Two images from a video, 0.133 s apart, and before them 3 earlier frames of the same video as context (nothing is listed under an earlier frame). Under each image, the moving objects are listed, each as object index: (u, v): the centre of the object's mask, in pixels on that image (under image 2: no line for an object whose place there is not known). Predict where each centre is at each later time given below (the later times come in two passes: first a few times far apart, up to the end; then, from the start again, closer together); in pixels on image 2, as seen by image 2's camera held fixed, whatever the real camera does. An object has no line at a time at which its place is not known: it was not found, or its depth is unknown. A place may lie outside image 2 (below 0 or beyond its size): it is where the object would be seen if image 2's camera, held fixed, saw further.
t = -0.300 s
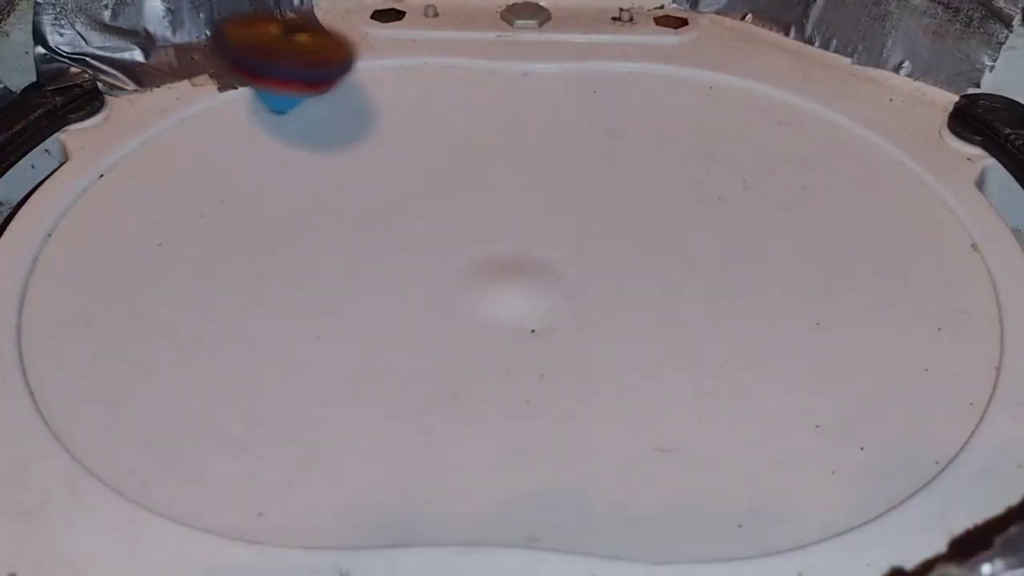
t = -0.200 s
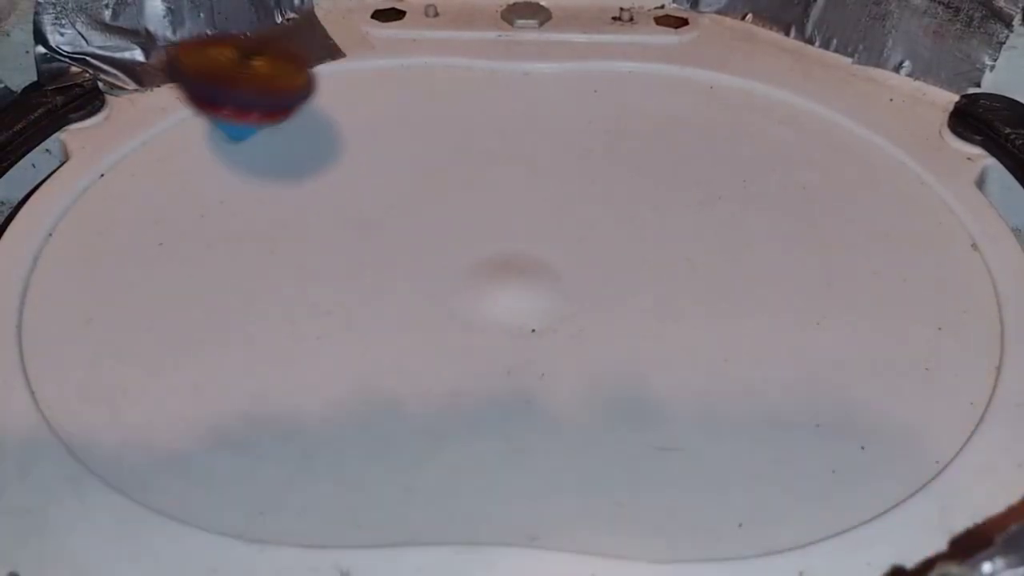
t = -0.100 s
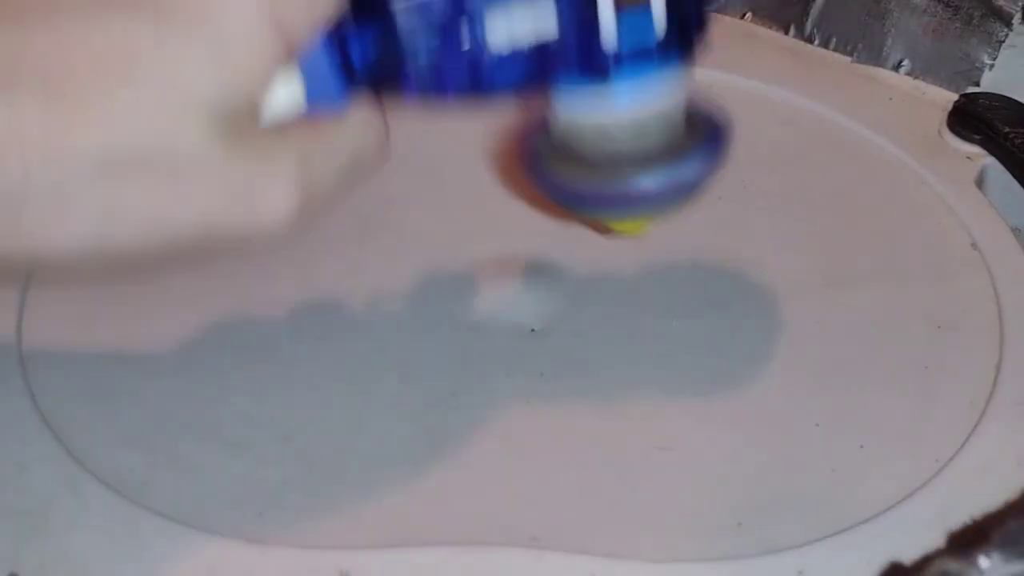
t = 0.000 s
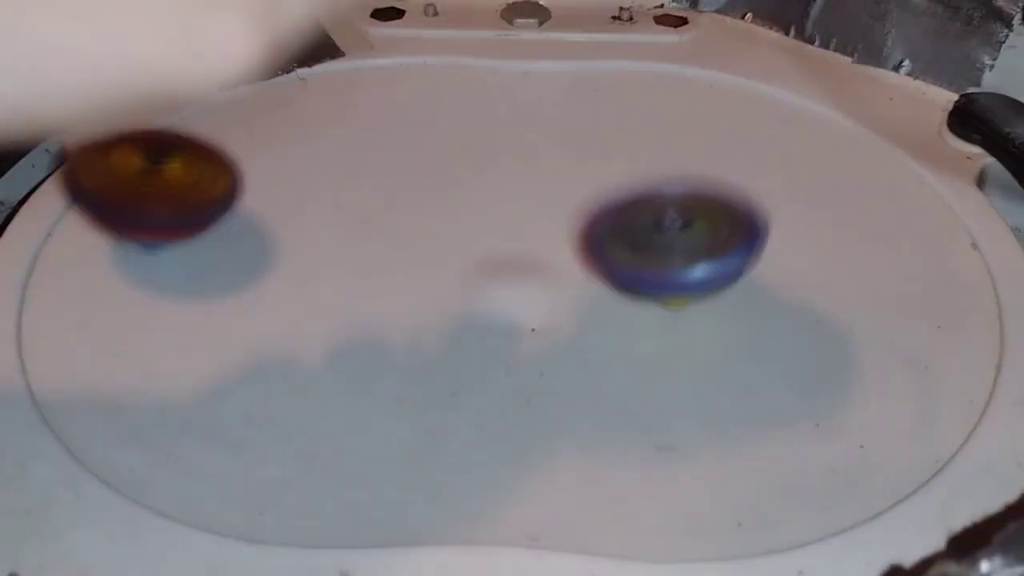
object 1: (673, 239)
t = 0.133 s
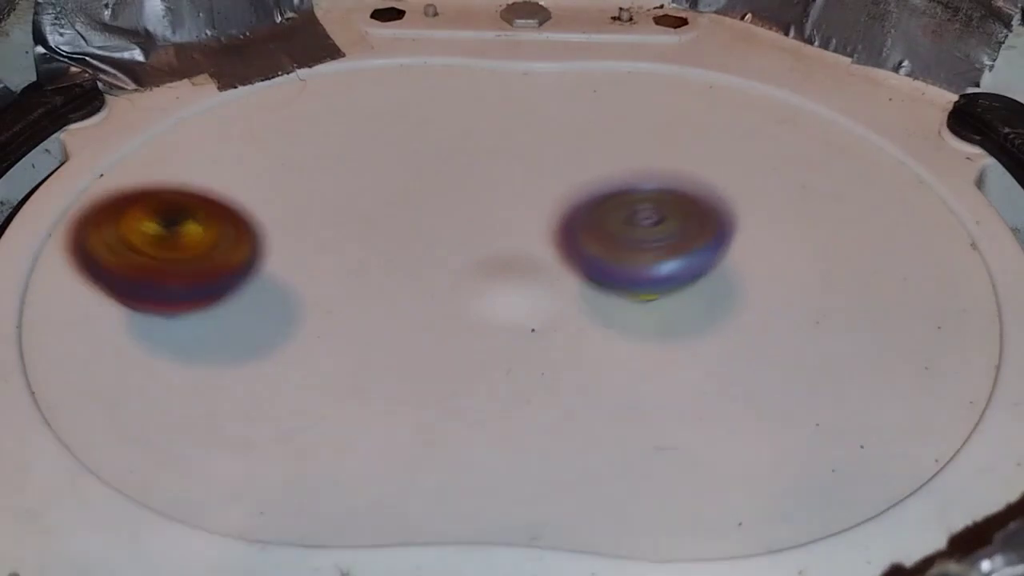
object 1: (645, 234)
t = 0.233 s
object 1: (563, 282)
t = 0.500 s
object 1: (891, 320)
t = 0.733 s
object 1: (563, 126)
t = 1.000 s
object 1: (100, 384)
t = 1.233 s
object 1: (571, 482)
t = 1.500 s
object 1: (806, 271)
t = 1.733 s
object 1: (409, 94)
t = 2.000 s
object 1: (66, 299)
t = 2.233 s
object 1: (428, 415)
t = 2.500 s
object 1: (527, 230)
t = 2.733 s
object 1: (249, 149)
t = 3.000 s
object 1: (77, 303)
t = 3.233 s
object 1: (516, 299)
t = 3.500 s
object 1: (499, 67)
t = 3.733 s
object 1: (205, 79)
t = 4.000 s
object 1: (154, 226)
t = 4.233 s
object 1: (507, 219)
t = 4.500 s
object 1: (582, 28)
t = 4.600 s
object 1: (493, 43)
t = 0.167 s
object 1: (614, 244)
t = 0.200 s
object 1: (584, 261)
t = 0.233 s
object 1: (563, 282)
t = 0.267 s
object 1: (560, 307)
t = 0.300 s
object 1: (577, 334)
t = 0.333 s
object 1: (613, 360)
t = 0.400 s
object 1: (744, 391)
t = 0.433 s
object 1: (814, 382)
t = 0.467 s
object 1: (865, 357)
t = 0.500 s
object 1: (891, 320)
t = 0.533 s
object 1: (892, 278)
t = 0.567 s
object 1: (869, 237)
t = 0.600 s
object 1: (829, 204)
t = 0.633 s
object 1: (774, 173)
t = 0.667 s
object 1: (709, 149)
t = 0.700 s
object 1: (639, 133)
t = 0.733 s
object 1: (563, 126)
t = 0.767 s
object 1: (483, 129)
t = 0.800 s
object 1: (400, 133)
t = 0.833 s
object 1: (313, 150)
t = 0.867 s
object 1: (237, 191)
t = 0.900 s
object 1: (166, 235)
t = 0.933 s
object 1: (103, 291)
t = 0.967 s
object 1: (78, 353)
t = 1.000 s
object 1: (100, 384)
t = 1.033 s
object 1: (156, 456)
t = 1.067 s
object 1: (248, 486)
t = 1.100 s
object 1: (352, 488)
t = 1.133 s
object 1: (424, 485)
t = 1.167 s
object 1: (479, 485)
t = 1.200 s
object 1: (528, 484)
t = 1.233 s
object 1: (571, 482)
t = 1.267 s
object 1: (611, 483)
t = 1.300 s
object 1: (653, 478)
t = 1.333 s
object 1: (701, 470)
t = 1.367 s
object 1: (748, 451)
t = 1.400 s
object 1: (794, 412)
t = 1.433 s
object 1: (820, 364)
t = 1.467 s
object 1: (823, 317)
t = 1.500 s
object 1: (806, 271)
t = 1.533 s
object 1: (774, 227)
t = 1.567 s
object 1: (731, 190)
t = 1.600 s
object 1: (681, 158)
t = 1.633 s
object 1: (625, 130)
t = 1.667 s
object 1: (557, 112)
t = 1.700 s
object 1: (485, 101)
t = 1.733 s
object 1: (409, 94)
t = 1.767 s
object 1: (331, 90)
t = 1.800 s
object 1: (250, 89)
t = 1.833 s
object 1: (177, 97)
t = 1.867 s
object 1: (107, 111)
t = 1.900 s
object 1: (71, 143)
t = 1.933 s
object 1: (62, 194)
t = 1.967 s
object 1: (59, 246)
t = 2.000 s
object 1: (66, 299)
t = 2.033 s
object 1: (81, 352)
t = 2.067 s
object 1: (116, 398)
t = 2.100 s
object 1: (193, 425)
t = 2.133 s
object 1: (285, 435)
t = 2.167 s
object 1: (381, 426)
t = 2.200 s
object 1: (410, 410)
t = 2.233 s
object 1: (428, 415)
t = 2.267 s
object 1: (458, 396)
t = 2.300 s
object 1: (494, 377)
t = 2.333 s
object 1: (530, 355)
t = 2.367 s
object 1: (557, 333)
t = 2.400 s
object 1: (571, 309)
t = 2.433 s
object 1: (570, 283)
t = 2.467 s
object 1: (555, 257)
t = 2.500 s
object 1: (527, 230)
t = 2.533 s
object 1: (495, 215)
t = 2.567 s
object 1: (462, 201)
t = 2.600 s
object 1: (429, 182)
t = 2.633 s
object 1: (390, 168)
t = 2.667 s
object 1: (345, 158)
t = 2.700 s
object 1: (297, 152)
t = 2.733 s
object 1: (249, 149)
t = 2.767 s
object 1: (201, 151)
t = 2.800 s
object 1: (154, 157)
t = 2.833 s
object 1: (114, 169)
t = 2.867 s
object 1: (82, 189)
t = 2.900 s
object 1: (68, 213)
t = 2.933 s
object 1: (63, 238)
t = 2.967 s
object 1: (66, 270)
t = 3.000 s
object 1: (77, 303)
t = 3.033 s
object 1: (105, 333)
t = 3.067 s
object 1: (164, 355)
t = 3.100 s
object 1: (239, 366)
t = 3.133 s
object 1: (320, 363)
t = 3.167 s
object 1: (395, 348)
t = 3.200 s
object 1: (462, 326)
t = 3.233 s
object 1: (516, 299)
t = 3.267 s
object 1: (559, 269)
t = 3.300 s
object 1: (585, 235)
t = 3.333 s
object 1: (596, 199)
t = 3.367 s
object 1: (595, 166)
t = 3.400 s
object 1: (584, 137)
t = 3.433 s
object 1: (563, 111)
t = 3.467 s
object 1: (535, 87)
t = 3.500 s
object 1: (499, 67)
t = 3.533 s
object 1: (459, 50)
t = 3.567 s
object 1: (415, 37)
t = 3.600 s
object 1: (370, 30)
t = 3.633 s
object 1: (322, 32)
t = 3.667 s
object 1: (269, 46)
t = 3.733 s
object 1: (205, 79)
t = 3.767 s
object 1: (174, 81)
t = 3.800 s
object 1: (140, 80)
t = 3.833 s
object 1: (116, 91)
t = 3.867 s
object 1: (98, 109)
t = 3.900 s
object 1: (94, 146)
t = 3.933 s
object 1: (100, 176)
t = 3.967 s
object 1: (121, 201)
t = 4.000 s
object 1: (154, 226)
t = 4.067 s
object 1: (253, 261)
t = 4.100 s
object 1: (309, 266)
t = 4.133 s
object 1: (368, 267)
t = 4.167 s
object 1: (425, 260)
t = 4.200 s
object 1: (476, 244)
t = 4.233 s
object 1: (507, 219)
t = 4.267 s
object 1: (544, 204)
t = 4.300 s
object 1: (579, 188)
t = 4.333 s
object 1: (603, 167)
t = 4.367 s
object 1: (619, 146)
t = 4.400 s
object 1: (624, 117)
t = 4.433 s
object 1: (616, 73)
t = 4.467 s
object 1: (601, 40)
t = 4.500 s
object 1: (582, 28)
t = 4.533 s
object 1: (556, 29)
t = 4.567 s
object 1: (524, 39)
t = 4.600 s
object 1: (493, 43)
